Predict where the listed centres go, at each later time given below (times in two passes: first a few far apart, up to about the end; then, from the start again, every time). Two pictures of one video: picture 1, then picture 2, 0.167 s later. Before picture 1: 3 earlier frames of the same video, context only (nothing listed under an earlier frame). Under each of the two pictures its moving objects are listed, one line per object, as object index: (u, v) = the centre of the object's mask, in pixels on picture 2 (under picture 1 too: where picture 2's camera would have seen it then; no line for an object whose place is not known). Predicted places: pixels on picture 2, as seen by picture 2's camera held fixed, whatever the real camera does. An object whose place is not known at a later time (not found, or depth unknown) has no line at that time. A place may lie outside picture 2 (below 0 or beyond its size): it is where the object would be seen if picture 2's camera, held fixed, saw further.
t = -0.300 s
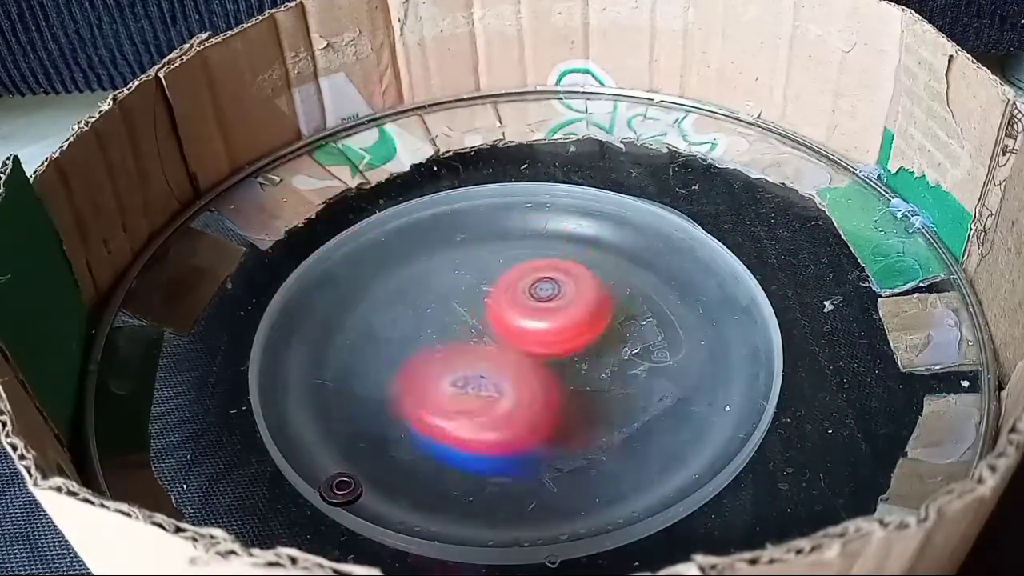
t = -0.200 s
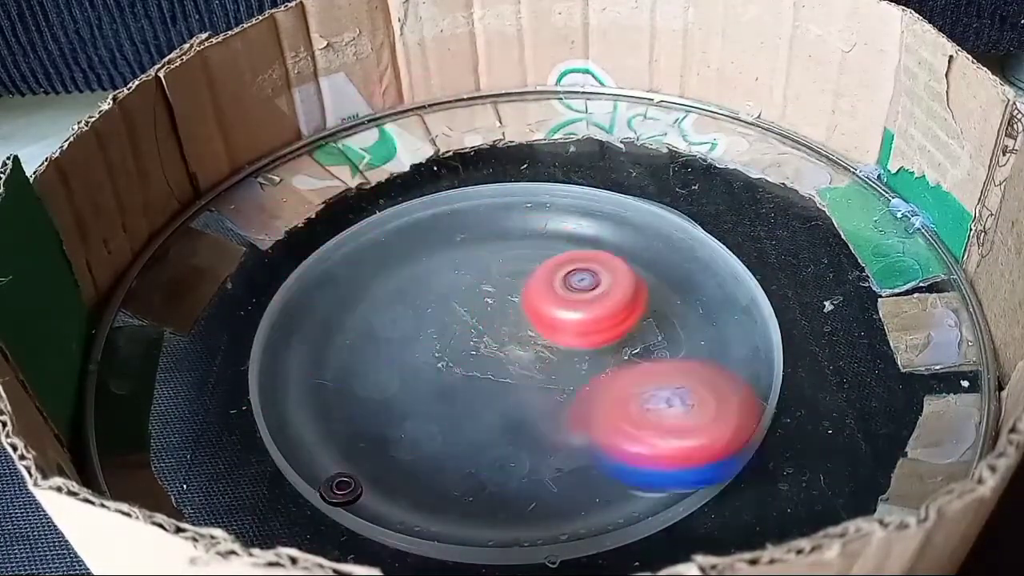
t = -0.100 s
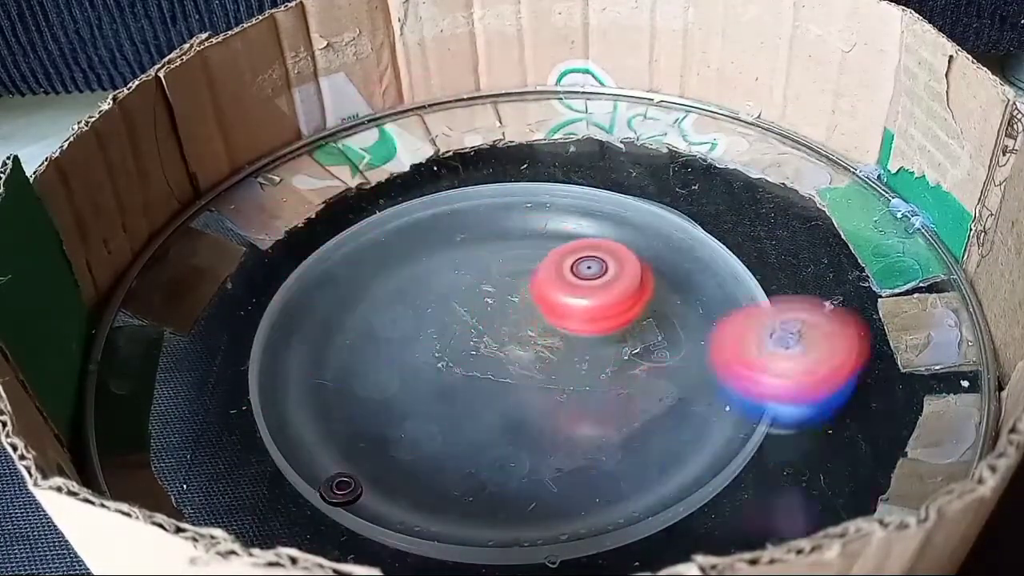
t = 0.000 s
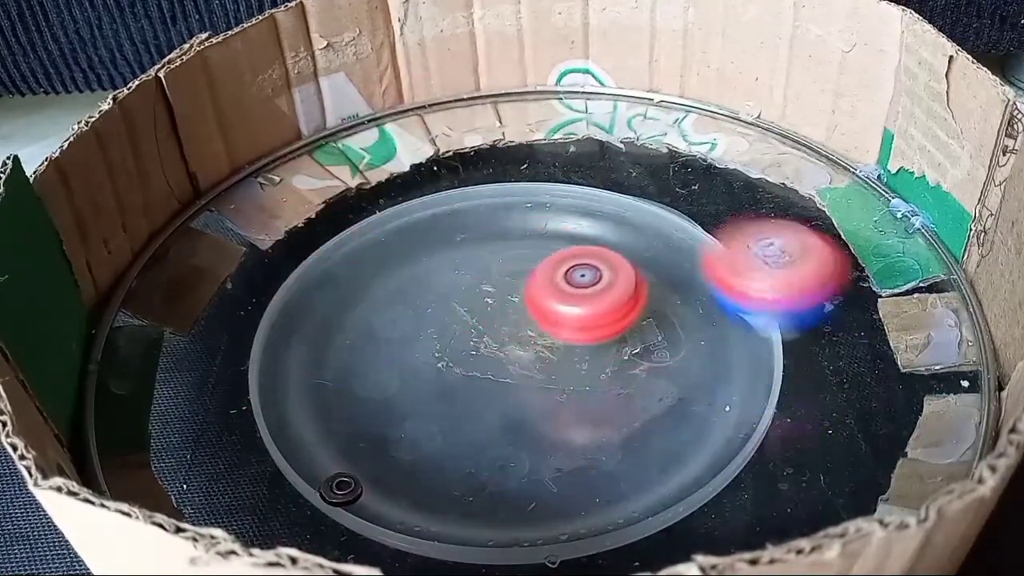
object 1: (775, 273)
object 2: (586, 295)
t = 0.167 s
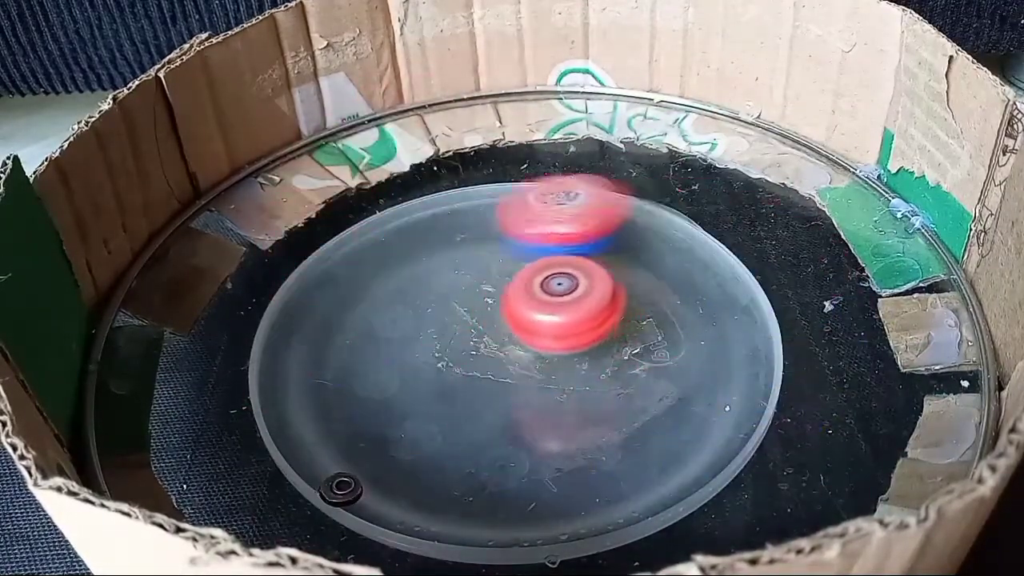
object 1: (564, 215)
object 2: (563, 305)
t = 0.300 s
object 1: (383, 256)
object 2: (559, 318)
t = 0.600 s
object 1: (364, 404)
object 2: (552, 303)
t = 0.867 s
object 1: (538, 426)
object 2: (545, 192)
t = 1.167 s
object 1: (586, 265)
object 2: (497, 132)
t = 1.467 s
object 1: (348, 280)
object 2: (524, 217)
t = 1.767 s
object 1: (442, 368)
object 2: (619, 344)
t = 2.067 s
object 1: (476, 314)
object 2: (681, 362)
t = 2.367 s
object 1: (568, 239)
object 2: (526, 330)
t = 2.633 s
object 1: (568, 274)
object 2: (432, 280)
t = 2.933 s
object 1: (556, 348)
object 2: (453, 228)
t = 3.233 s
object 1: (510, 310)
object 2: (555, 225)
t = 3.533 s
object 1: (525, 313)
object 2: (635, 254)
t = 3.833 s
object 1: (458, 269)
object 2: (661, 309)
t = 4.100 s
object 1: (506, 290)
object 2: (568, 367)
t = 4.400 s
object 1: (514, 267)
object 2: (452, 379)
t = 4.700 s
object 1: (563, 296)
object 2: (372, 289)
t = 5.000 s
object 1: (549, 308)
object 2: (454, 232)
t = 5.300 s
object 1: (623, 465)
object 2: (532, 127)
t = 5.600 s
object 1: (647, 451)
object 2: (502, 221)
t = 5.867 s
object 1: (633, 448)
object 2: (458, 386)
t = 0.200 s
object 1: (513, 223)
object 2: (562, 307)
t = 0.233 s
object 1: (468, 232)
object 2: (559, 314)
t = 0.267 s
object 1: (425, 242)
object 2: (559, 318)
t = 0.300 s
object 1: (383, 256)
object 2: (559, 318)
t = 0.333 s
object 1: (344, 274)
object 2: (561, 318)
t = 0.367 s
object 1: (311, 293)
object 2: (563, 316)
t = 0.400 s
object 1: (286, 316)
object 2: (563, 316)
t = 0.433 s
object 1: (272, 344)
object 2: (563, 315)
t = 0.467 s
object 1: (272, 370)
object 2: (560, 311)
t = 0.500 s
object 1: (285, 395)
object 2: (556, 310)
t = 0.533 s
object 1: (312, 416)
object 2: (551, 308)
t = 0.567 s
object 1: (338, 414)
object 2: (552, 306)
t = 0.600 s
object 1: (364, 404)
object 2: (552, 303)
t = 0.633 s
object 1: (393, 393)
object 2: (543, 298)
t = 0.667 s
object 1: (422, 385)
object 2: (529, 294)
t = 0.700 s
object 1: (456, 377)
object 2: (516, 292)
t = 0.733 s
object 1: (483, 379)
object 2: (513, 283)
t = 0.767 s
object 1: (498, 399)
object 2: (527, 256)
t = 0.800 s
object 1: (510, 414)
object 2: (540, 230)
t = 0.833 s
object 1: (523, 423)
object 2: (545, 209)
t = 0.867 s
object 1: (538, 426)
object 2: (545, 192)
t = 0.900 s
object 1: (559, 422)
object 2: (541, 179)
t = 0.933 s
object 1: (585, 415)
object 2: (537, 167)
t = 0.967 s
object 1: (610, 401)
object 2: (531, 156)
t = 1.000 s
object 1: (630, 380)
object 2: (526, 145)
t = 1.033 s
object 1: (639, 356)
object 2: (521, 138)
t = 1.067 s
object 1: (638, 332)
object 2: (514, 132)
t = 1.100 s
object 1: (629, 307)
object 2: (509, 130)
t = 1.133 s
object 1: (611, 285)
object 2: (502, 130)
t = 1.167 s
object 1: (586, 265)
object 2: (497, 132)
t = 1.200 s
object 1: (555, 249)
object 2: (493, 137)
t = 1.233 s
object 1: (522, 238)
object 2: (491, 143)
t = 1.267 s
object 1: (490, 233)
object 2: (491, 152)
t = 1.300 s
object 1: (460, 230)
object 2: (495, 159)
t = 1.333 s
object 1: (426, 235)
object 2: (501, 171)
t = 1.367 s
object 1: (399, 244)
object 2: (506, 181)
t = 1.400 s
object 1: (377, 255)
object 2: (512, 191)
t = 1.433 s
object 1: (361, 265)
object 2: (518, 202)
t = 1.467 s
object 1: (348, 280)
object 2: (524, 217)
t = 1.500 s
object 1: (343, 293)
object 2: (529, 234)
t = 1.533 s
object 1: (343, 305)
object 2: (534, 251)
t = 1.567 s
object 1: (346, 319)
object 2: (540, 270)
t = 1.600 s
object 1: (356, 331)
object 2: (545, 288)
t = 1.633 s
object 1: (372, 343)
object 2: (550, 304)
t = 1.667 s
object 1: (391, 353)
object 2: (557, 319)
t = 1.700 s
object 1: (419, 362)
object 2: (565, 331)
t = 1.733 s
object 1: (446, 366)
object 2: (580, 342)
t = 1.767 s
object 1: (442, 368)
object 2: (619, 344)
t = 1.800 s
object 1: (437, 368)
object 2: (652, 345)
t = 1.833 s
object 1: (434, 367)
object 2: (674, 347)
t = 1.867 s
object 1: (434, 363)
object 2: (687, 350)
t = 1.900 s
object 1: (437, 357)
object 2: (697, 353)
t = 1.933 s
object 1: (442, 349)
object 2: (702, 356)
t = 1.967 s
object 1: (449, 340)
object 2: (702, 358)
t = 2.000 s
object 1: (456, 330)
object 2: (700, 360)
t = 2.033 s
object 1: (464, 320)
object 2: (693, 362)
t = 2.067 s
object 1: (476, 314)
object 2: (681, 362)
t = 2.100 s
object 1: (486, 301)
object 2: (667, 362)
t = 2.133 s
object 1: (497, 294)
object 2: (651, 360)
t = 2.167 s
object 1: (511, 285)
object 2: (633, 358)
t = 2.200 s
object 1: (524, 277)
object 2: (616, 354)
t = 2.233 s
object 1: (535, 266)
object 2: (598, 350)
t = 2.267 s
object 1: (543, 255)
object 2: (579, 345)
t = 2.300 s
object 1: (553, 248)
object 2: (562, 339)
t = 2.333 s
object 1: (561, 242)
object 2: (543, 335)
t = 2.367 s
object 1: (568, 239)
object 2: (526, 330)
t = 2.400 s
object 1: (571, 236)
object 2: (511, 324)
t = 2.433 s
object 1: (576, 236)
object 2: (496, 319)
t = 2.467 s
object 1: (579, 238)
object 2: (480, 313)
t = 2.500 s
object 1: (578, 239)
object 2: (467, 308)
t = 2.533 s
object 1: (577, 245)
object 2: (455, 302)
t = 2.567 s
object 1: (576, 253)
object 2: (444, 294)
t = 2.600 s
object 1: (571, 262)
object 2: (436, 287)
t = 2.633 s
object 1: (568, 274)
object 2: (432, 280)
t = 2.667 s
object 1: (563, 287)
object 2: (429, 273)
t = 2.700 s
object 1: (562, 301)
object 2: (426, 266)
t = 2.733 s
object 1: (563, 316)
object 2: (425, 259)
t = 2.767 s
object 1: (564, 327)
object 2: (426, 253)
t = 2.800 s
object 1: (566, 334)
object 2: (429, 247)
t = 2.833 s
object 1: (567, 340)
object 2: (432, 242)
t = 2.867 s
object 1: (564, 344)
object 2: (438, 236)
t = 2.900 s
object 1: (561, 347)
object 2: (445, 232)
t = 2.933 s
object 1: (556, 348)
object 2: (453, 228)
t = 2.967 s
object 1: (551, 347)
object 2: (462, 226)
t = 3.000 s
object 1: (546, 343)
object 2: (472, 224)
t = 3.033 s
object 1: (539, 337)
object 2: (483, 223)
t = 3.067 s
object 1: (533, 331)
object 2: (495, 223)
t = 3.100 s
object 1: (527, 323)
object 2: (506, 224)
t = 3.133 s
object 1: (521, 317)
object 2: (518, 226)
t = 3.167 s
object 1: (518, 309)
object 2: (530, 226)
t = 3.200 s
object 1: (514, 308)
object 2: (543, 225)
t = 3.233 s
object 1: (510, 310)
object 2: (555, 225)
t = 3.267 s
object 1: (509, 311)
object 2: (566, 227)
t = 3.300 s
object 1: (508, 311)
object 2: (575, 230)
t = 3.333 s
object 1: (511, 312)
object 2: (584, 233)
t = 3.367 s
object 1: (513, 311)
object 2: (592, 238)
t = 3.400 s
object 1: (518, 311)
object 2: (599, 244)
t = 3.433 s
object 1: (525, 311)
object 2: (606, 248)
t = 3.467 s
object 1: (524, 314)
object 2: (618, 249)
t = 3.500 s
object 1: (525, 313)
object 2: (628, 250)
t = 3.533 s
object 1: (525, 313)
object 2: (635, 254)
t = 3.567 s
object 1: (527, 312)
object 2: (638, 259)
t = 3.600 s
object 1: (530, 310)
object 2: (638, 265)
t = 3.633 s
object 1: (529, 309)
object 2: (641, 270)
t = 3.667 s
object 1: (523, 305)
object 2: (641, 277)
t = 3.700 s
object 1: (515, 304)
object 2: (645, 281)
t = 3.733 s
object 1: (490, 300)
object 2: (656, 286)
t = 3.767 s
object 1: (470, 290)
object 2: (661, 293)
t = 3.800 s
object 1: (460, 278)
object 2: (663, 301)
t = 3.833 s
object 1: (458, 269)
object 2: (661, 309)
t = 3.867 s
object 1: (462, 261)
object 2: (657, 317)
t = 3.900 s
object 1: (466, 256)
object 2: (650, 325)
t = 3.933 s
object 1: (475, 255)
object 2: (640, 334)
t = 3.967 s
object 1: (480, 259)
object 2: (627, 340)
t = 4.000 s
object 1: (490, 267)
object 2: (611, 346)
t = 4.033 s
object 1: (504, 279)
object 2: (595, 352)
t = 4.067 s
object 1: (508, 285)
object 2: (578, 356)
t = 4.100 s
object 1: (506, 290)
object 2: (568, 367)
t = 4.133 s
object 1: (489, 281)
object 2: (562, 388)
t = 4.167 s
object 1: (486, 266)
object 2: (551, 401)
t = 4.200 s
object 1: (488, 257)
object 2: (537, 407)
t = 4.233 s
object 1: (490, 247)
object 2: (522, 408)
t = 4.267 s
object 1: (492, 244)
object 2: (506, 407)
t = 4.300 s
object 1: (497, 247)
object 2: (491, 403)
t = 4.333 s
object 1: (506, 250)
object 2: (477, 397)
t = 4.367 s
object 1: (511, 257)
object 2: (463, 388)
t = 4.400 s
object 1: (514, 267)
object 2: (452, 379)
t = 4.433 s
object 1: (511, 278)
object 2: (441, 367)
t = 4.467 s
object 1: (508, 280)
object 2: (434, 355)
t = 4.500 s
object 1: (508, 280)
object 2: (425, 344)
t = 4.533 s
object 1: (507, 278)
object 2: (413, 336)
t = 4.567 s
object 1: (506, 277)
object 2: (405, 326)
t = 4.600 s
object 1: (516, 277)
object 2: (391, 316)
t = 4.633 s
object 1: (535, 278)
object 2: (381, 308)
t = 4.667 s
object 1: (553, 293)
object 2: (374, 298)
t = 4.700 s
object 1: (563, 296)
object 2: (372, 289)
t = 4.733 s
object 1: (575, 303)
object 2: (373, 280)
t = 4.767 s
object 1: (588, 309)
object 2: (376, 271)
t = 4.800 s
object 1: (599, 318)
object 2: (381, 263)
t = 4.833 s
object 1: (600, 331)
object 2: (390, 255)
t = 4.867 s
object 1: (591, 336)
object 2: (399, 248)
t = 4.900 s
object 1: (579, 335)
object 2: (410, 242)
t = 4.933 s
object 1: (564, 331)
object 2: (423, 238)
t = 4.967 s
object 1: (554, 319)
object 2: (437, 234)
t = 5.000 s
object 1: (549, 308)
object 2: (454, 232)
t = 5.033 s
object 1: (551, 297)
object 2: (469, 230)
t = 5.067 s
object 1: (558, 291)
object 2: (483, 229)
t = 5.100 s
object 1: (566, 299)
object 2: (498, 225)
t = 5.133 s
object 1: (573, 330)
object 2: (511, 191)
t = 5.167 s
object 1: (596, 372)
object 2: (519, 167)
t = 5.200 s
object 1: (611, 398)
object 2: (527, 145)
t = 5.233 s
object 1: (618, 427)
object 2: (530, 135)
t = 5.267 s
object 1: (621, 450)
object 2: (532, 129)
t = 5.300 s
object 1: (623, 465)
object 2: (532, 127)
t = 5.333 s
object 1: (626, 468)
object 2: (532, 128)
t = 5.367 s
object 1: (628, 467)
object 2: (529, 134)
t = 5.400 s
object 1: (630, 466)
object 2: (525, 141)
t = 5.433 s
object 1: (633, 464)
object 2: (523, 151)
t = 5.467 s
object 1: (636, 462)
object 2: (520, 164)
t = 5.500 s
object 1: (639, 459)
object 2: (516, 176)
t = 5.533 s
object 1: (642, 455)
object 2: (513, 188)
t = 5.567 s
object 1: (644, 452)
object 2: (508, 202)
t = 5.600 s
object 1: (647, 451)
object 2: (502, 221)
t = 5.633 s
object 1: (649, 449)
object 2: (496, 243)
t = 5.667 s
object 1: (649, 447)
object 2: (491, 266)
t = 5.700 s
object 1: (649, 445)
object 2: (484, 293)
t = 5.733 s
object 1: (647, 445)
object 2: (478, 317)
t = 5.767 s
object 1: (644, 445)
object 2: (472, 340)
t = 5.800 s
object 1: (640, 446)
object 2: (469, 359)
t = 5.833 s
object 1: (637, 447)
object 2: (465, 373)
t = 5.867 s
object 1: (633, 448)
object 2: (458, 386)
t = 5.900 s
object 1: (629, 448)
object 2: (450, 397)
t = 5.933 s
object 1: (625, 448)
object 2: (441, 405)
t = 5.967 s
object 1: (623, 447)
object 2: (432, 410)
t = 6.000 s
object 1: (623, 447)
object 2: (424, 413)
